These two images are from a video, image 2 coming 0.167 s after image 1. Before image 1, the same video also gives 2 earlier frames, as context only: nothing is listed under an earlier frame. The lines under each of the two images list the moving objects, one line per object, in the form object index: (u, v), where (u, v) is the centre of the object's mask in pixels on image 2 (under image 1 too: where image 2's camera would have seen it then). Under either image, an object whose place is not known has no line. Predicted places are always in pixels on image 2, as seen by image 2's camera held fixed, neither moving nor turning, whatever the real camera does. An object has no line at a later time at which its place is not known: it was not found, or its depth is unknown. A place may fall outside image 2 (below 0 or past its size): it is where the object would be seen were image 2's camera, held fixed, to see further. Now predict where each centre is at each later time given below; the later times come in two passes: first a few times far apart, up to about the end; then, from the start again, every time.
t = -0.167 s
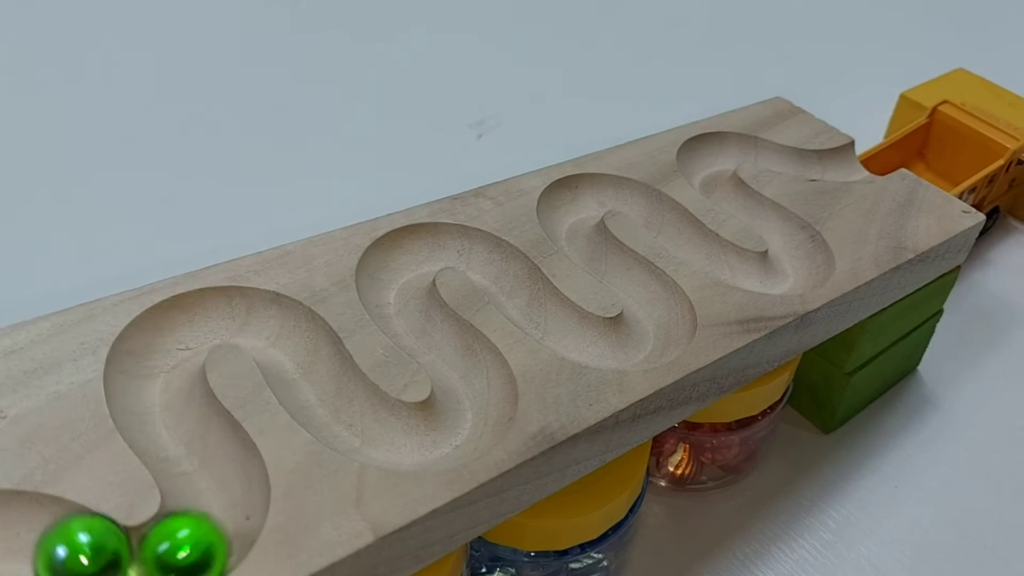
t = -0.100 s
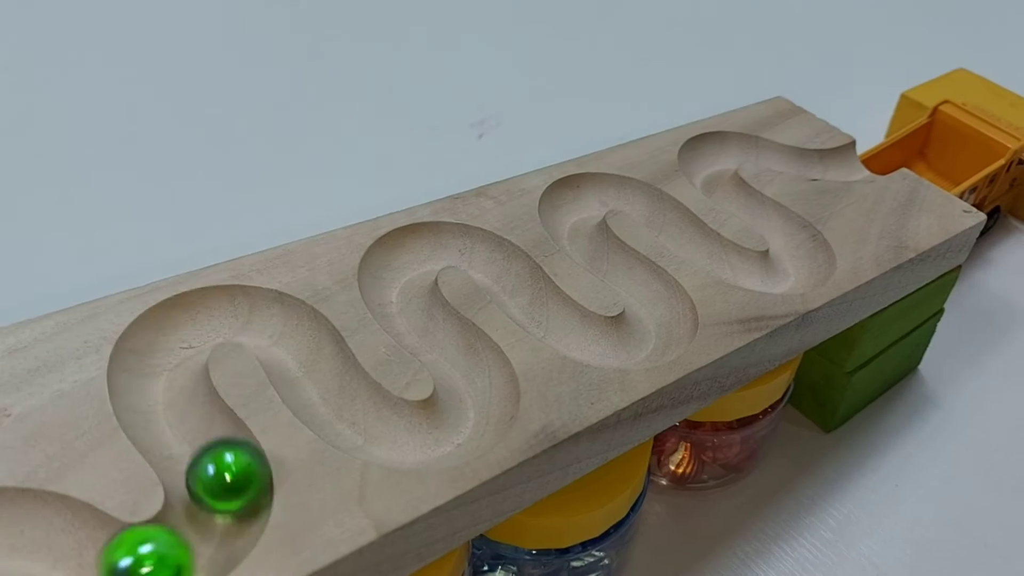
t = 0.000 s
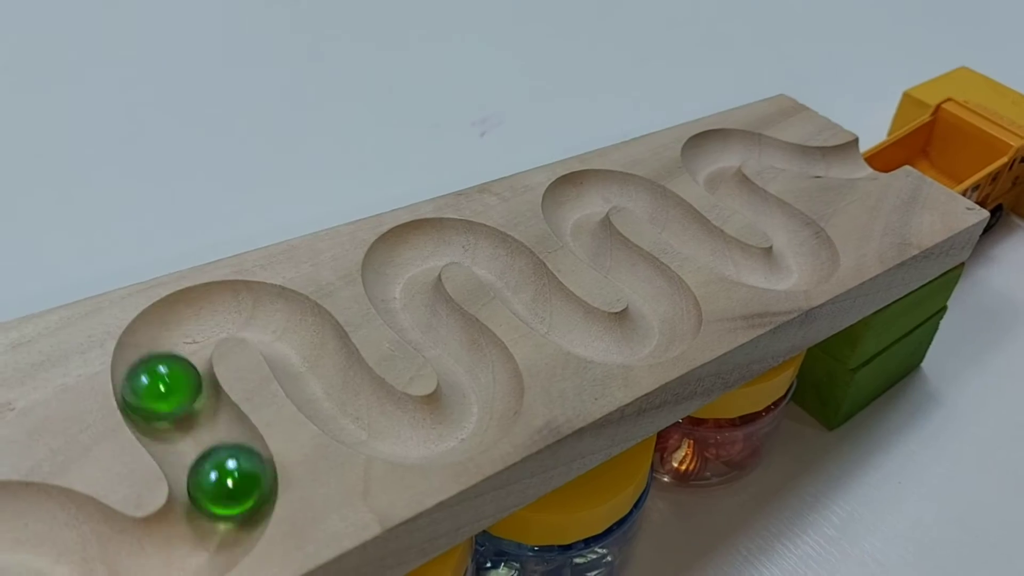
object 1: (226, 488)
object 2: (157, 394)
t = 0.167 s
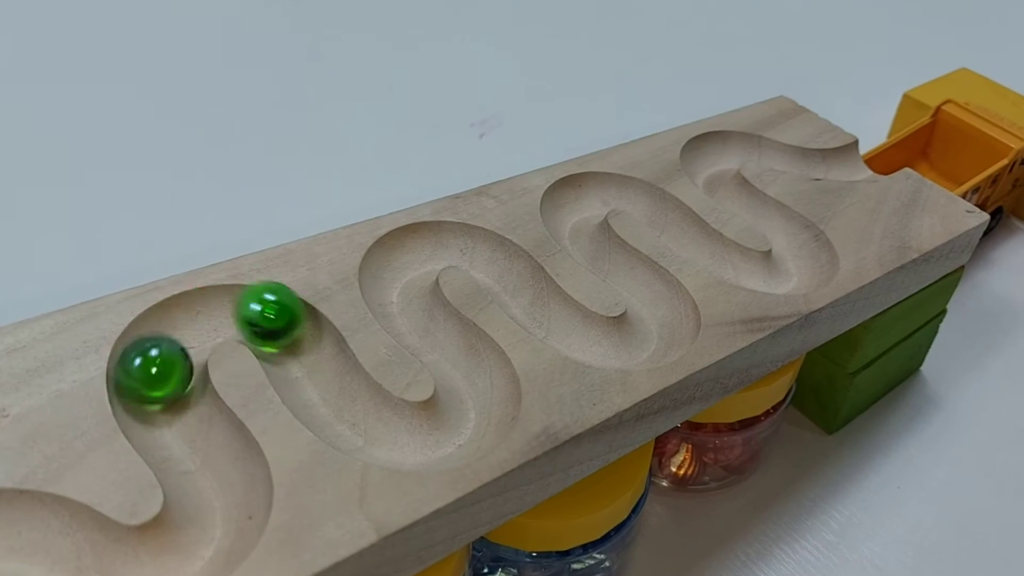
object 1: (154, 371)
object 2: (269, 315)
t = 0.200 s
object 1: (167, 346)
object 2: (299, 331)
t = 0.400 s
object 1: (320, 383)
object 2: (457, 429)
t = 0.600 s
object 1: (489, 386)
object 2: (401, 299)
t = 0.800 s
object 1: (402, 261)
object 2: (513, 271)
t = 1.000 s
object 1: (542, 308)
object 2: (653, 336)
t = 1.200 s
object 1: (667, 300)
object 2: (578, 232)
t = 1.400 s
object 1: (576, 196)
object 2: (666, 212)
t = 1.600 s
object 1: (712, 249)
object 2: (807, 267)
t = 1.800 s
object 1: (799, 235)
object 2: (720, 181)
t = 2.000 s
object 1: (708, 151)
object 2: (809, 160)
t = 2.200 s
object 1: (859, 161)
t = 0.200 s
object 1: (167, 346)
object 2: (299, 331)
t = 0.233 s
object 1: (184, 320)
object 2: (312, 360)
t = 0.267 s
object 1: (216, 309)
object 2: (325, 386)
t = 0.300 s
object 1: (258, 310)
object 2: (349, 410)
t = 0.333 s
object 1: (289, 326)
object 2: (378, 429)
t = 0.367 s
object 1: (309, 353)
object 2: (417, 436)
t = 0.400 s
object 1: (320, 383)
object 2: (457, 429)
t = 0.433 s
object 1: (339, 404)
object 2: (481, 409)
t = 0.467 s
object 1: (370, 424)
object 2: (487, 381)
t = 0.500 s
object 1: (409, 437)
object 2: (472, 353)
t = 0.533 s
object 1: (449, 432)
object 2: (444, 336)
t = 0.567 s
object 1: (475, 415)
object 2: (416, 318)
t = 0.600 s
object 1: (489, 386)
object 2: (401, 299)
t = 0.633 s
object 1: (474, 360)
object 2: (397, 279)
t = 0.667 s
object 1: (450, 337)
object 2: (402, 254)
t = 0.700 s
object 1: (421, 319)
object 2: (425, 242)
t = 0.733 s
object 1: (399, 299)
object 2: (459, 237)
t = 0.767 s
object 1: (395, 282)
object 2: (489, 251)
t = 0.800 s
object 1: (402, 261)
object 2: (513, 271)
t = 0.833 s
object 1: (420, 241)
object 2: (529, 293)
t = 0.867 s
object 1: (453, 239)
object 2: (543, 310)
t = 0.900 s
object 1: (486, 248)
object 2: (567, 326)
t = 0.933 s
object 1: (508, 269)
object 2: (599, 338)
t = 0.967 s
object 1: (525, 290)
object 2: (629, 342)
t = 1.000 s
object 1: (542, 308)
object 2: (653, 336)
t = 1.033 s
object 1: (566, 324)
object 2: (670, 321)
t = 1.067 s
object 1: (597, 338)
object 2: (668, 299)
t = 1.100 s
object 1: (627, 341)
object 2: (647, 280)
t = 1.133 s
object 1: (653, 336)
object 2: (623, 261)
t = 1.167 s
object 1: (671, 322)
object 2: (597, 248)
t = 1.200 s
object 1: (667, 300)
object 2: (578, 232)
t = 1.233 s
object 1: (648, 279)
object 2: (572, 220)
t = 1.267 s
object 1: (620, 261)
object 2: (573, 201)
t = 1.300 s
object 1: (593, 245)
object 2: (589, 187)
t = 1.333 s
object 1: (579, 231)
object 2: (619, 187)
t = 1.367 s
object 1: (572, 217)
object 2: (647, 195)
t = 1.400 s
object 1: (576, 196)
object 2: (666, 212)
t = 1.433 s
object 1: (597, 187)
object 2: (684, 229)
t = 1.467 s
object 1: (628, 188)
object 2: (704, 244)
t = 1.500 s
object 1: (654, 202)
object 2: (728, 257)
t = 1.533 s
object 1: (676, 220)
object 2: (754, 266)
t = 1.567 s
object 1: (694, 236)
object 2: (782, 271)
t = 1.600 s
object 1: (712, 249)
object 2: (807, 267)
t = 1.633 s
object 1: (738, 260)
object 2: (812, 255)
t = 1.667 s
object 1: (767, 270)
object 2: (805, 236)
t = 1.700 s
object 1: (793, 271)
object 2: (785, 221)
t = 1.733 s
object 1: (805, 265)
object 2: (758, 207)
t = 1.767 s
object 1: (812, 248)
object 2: (736, 193)
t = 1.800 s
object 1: (799, 235)
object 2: (720, 181)
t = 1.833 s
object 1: (777, 218)
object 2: (708, 167)
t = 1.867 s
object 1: (752, 202)
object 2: (707, 153)
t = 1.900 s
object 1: (730, 189)
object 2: (726, 144)
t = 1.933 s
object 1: (718, 178)
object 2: (752, 142)
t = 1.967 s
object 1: (706, 163)
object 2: (780, 151)
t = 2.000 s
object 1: (708, 151)
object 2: (809, 160)
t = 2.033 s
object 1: (730, 146)
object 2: (834, 163)
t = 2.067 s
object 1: (757, 142)
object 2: (855, 162)
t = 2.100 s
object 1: (783, 153)
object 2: (877, 157)
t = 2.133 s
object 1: (812, 160)
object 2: (894, 153)
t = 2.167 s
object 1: (837, 163)
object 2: (900, 163)
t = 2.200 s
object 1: (859, 161)
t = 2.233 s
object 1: (880, 156)
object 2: (929, 171)
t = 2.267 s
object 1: (894, 153)
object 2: (941, 171)
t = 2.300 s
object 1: (896, 163)
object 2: (944, 171)
